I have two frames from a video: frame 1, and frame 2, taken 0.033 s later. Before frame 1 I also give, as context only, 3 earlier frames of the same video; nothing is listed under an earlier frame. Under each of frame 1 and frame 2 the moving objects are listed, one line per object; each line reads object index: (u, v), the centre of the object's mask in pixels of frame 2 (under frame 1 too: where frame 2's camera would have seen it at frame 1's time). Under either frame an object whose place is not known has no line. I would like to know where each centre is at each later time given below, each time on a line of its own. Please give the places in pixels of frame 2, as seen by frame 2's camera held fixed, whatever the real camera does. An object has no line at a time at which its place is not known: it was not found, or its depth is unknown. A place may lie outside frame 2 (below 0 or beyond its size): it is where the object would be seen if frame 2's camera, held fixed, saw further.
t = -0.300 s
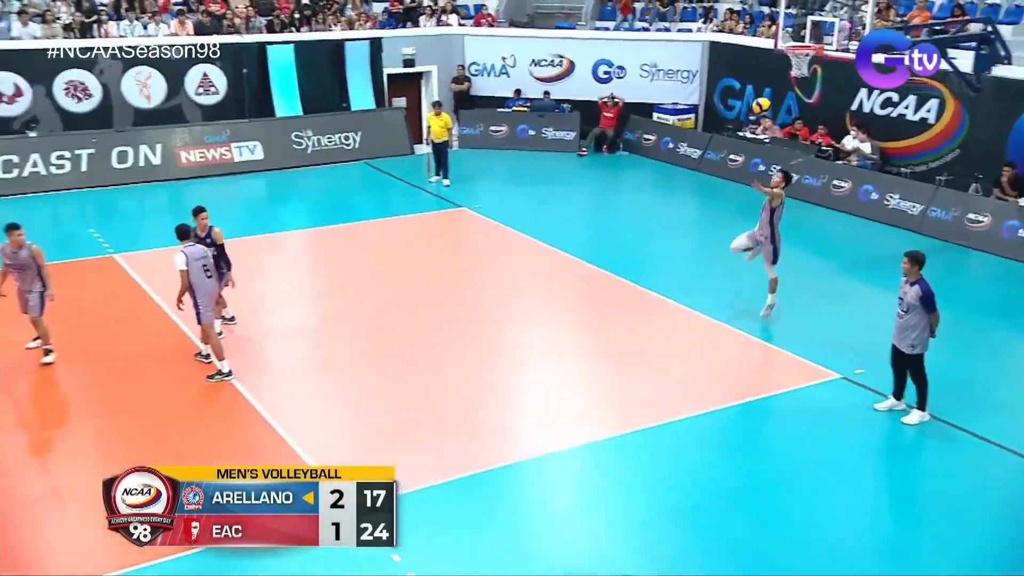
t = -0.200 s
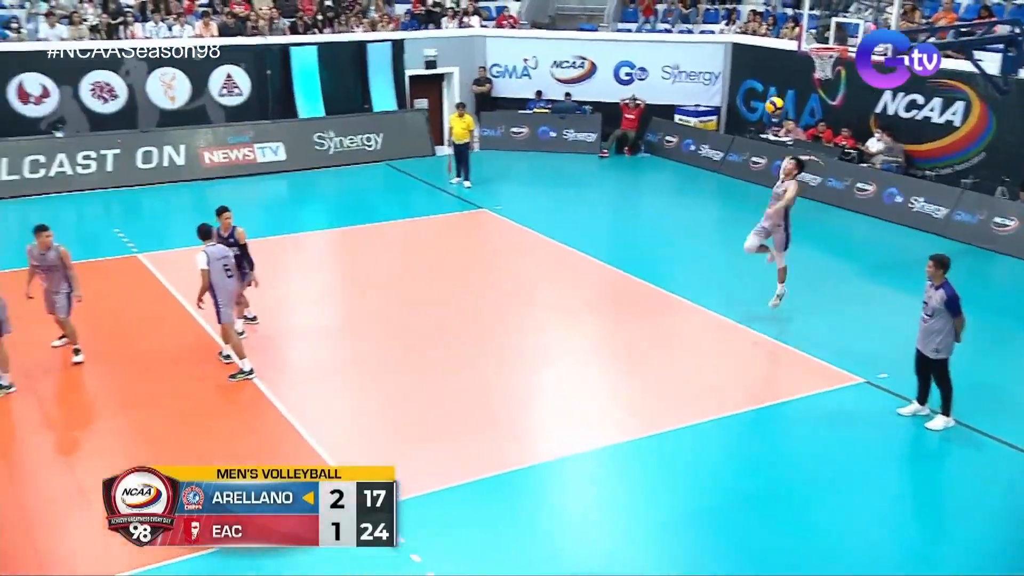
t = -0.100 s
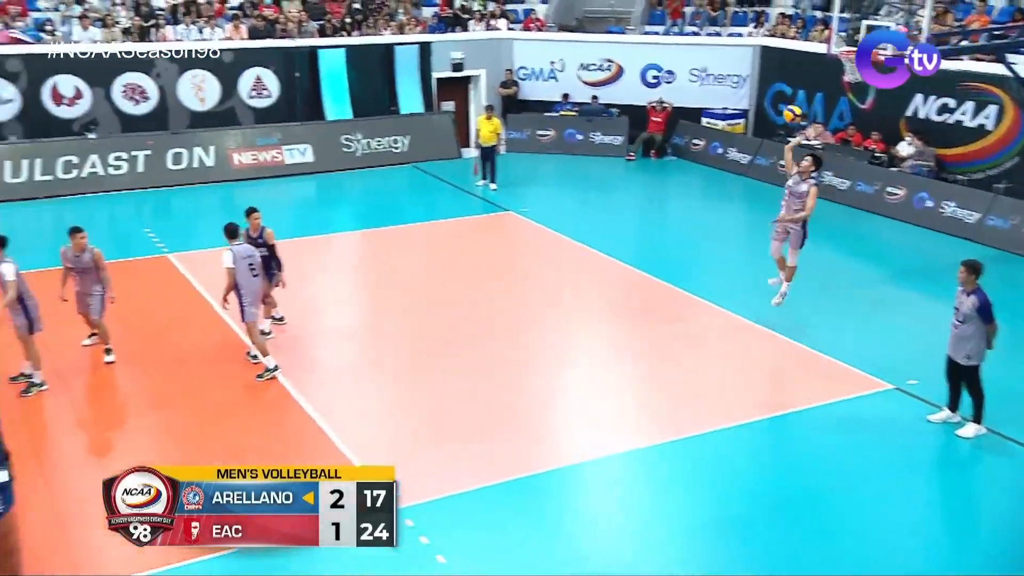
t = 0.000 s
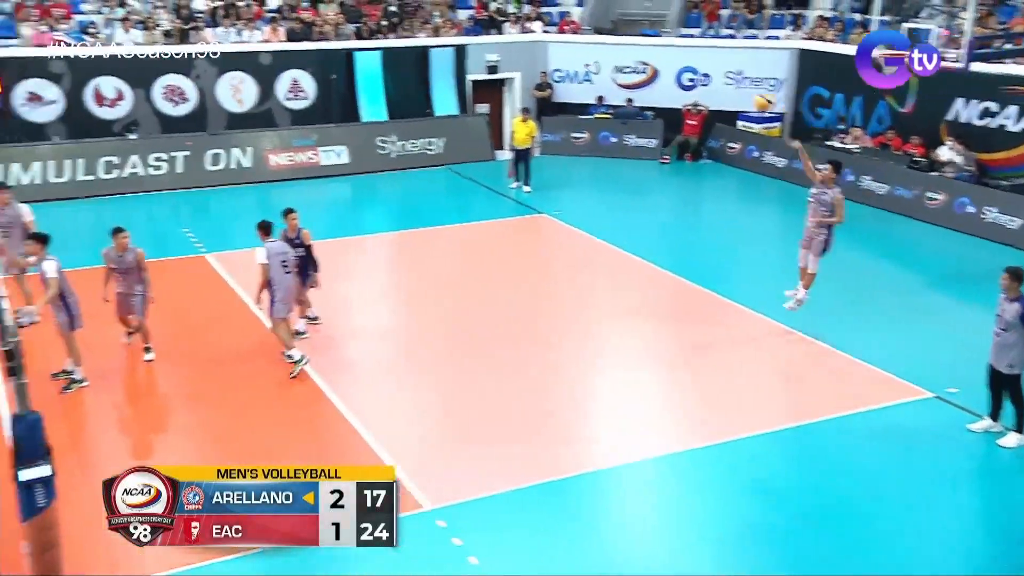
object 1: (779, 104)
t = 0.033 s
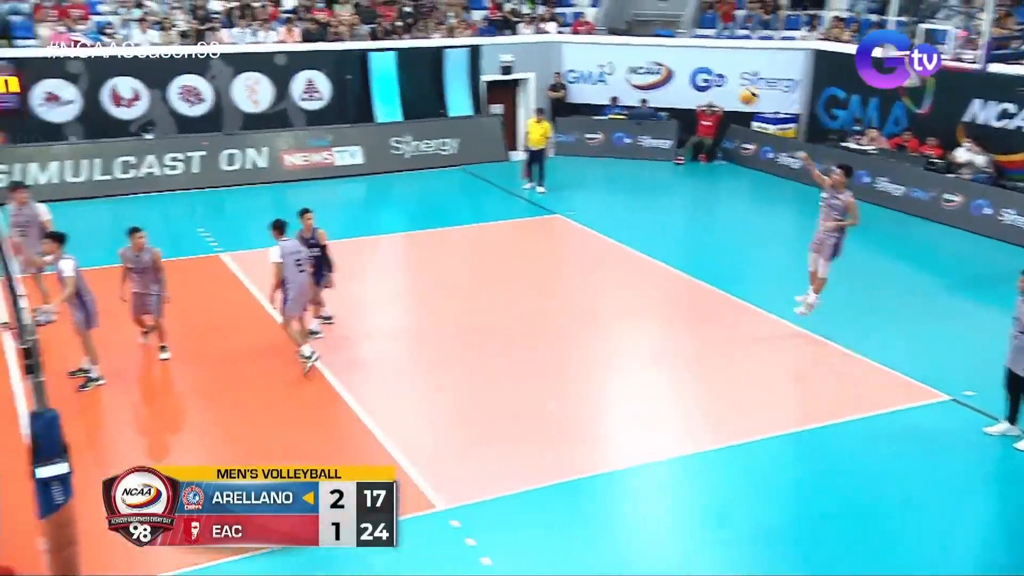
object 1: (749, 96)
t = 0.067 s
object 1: (717, 89)
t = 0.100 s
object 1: (685, 83)
